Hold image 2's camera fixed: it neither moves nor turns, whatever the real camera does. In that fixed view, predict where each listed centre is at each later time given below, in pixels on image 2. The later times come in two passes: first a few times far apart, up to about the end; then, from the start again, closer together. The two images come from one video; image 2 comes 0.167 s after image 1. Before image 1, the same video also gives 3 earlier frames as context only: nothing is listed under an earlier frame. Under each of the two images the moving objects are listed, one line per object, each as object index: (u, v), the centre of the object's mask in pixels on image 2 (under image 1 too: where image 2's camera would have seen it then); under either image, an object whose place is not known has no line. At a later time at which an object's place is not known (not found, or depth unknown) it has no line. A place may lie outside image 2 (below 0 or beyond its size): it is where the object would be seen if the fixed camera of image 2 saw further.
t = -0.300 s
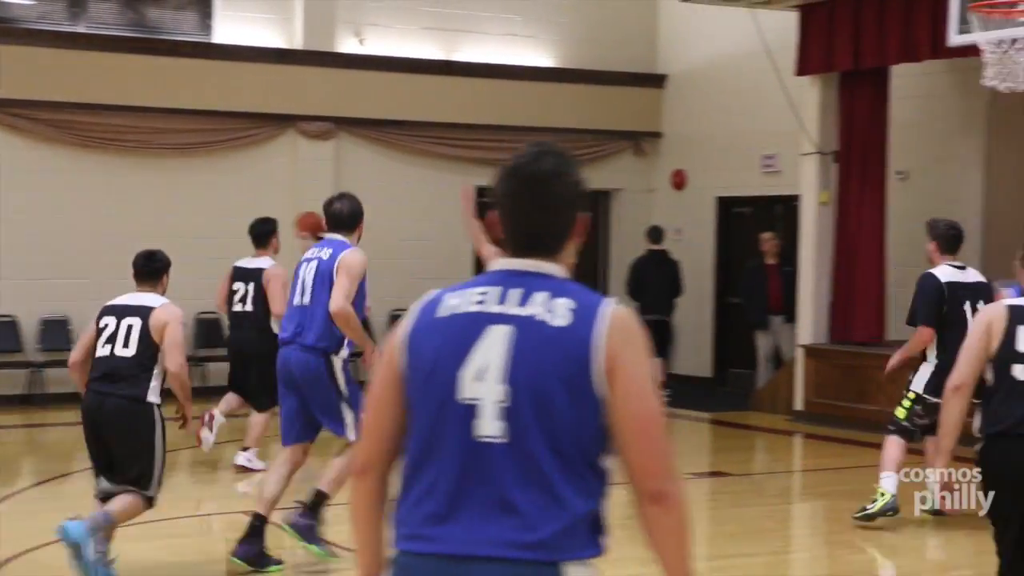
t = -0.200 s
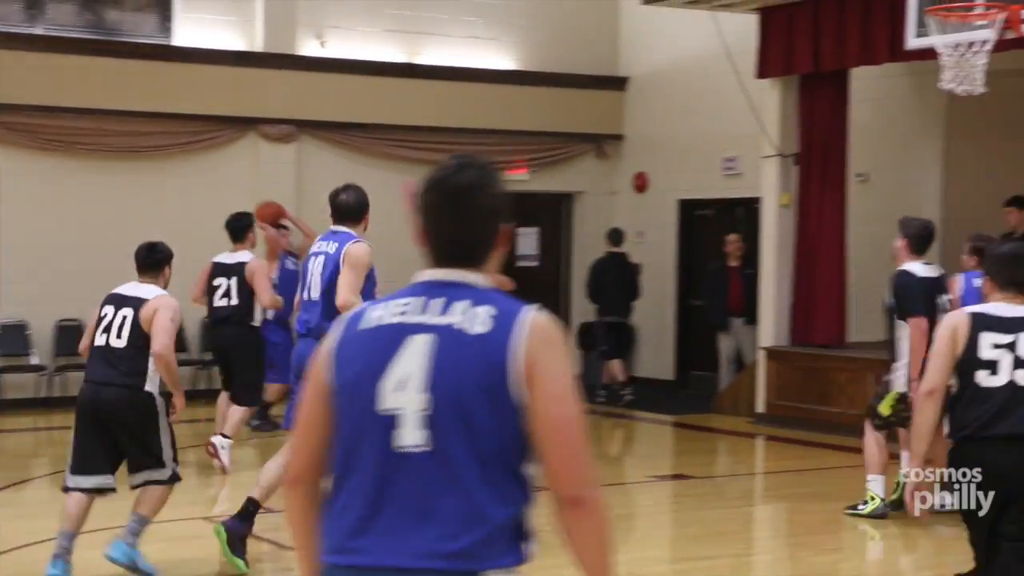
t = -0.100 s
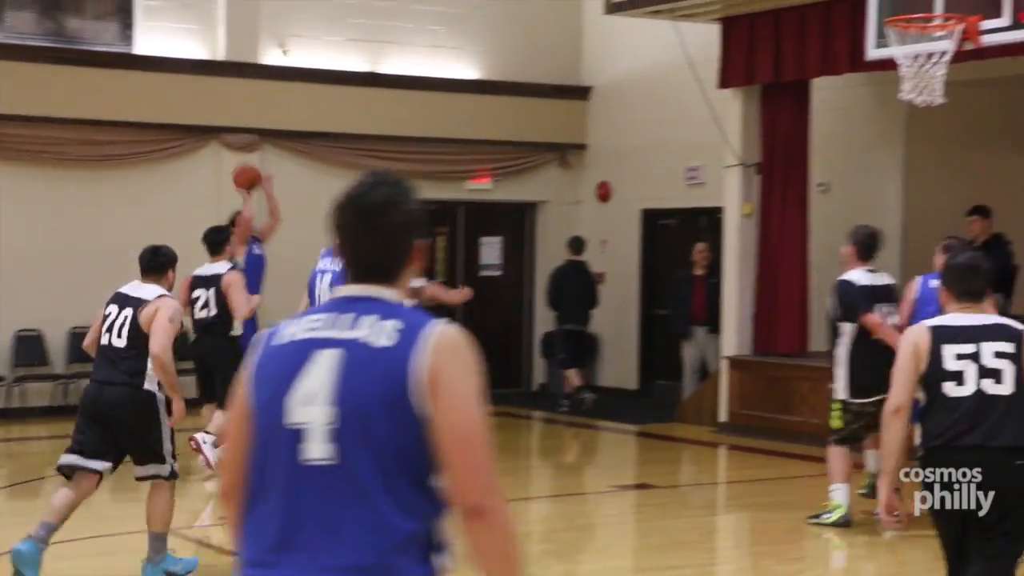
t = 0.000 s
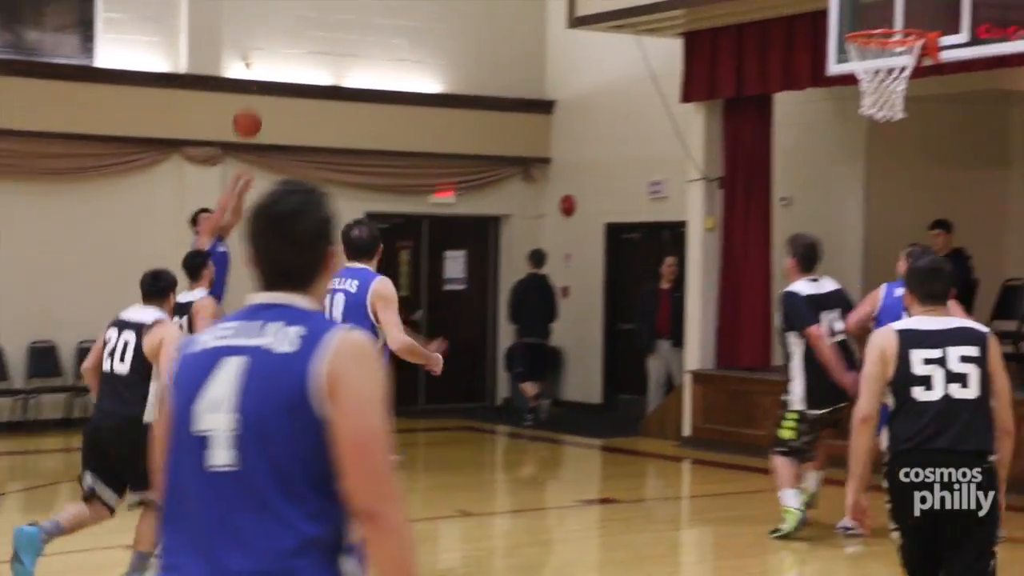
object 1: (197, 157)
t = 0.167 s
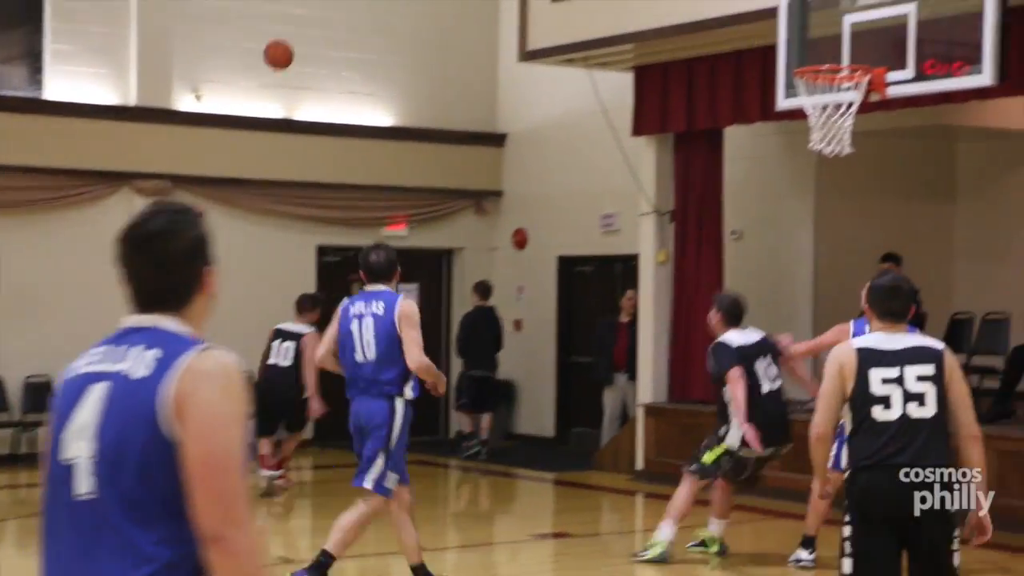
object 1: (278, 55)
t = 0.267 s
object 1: (328, 6)
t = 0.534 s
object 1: (474, -66)
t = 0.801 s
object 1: (634, -59)
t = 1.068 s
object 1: (819, 58)
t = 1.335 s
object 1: (852, 207)
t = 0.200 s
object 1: (295, 38)
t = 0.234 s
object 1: (312, 21)
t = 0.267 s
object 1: (328, 6)
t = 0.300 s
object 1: (346, -8)
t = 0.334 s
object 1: (364, -21)
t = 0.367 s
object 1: (381, -32)
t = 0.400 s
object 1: (400, -41)
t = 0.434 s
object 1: (418, -48)
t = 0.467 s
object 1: (436, -55)
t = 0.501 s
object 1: (455, -61)
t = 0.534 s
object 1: (474, -66)
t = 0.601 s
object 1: (513, -74)
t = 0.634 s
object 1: (532, -76)
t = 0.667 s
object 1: (553, -76)
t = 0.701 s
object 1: (572, -76)
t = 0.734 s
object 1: (593, -72)
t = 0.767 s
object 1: (614, -67)
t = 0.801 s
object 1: (634, -59)
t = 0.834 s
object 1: (657, -50)
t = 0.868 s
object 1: (679, -40)
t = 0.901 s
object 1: (702, -28)
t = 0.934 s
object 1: (723, -15)
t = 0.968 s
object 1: (747, 2)
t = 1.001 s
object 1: (772, 21)
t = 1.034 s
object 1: (799, 40)
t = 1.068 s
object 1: (819, 58)
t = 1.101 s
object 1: (839, 84)
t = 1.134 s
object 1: (848, 104)
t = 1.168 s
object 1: (850, 129)
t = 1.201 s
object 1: (850, 143)
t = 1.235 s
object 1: (851, 155)
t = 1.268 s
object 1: (851, 171)
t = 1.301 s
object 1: (852, 189)
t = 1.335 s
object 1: (852, 207)
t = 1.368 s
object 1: (852, 228)
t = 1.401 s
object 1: (853, 252)
